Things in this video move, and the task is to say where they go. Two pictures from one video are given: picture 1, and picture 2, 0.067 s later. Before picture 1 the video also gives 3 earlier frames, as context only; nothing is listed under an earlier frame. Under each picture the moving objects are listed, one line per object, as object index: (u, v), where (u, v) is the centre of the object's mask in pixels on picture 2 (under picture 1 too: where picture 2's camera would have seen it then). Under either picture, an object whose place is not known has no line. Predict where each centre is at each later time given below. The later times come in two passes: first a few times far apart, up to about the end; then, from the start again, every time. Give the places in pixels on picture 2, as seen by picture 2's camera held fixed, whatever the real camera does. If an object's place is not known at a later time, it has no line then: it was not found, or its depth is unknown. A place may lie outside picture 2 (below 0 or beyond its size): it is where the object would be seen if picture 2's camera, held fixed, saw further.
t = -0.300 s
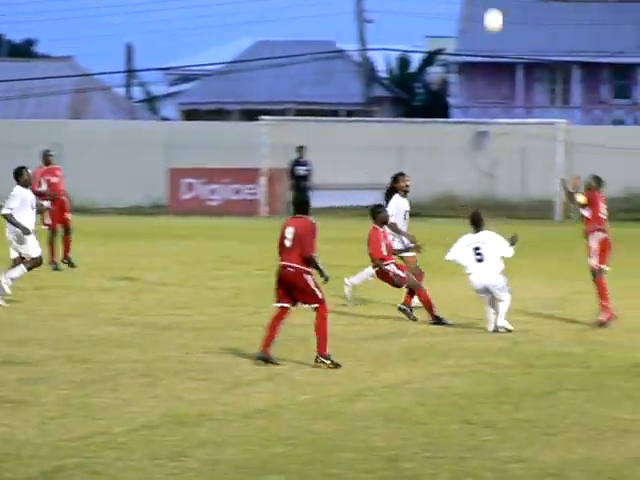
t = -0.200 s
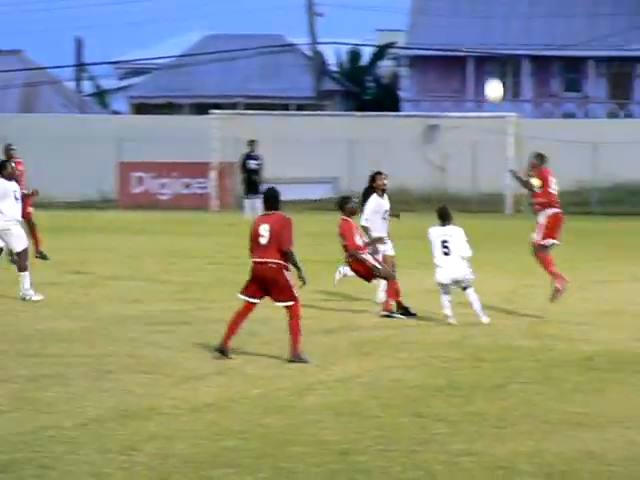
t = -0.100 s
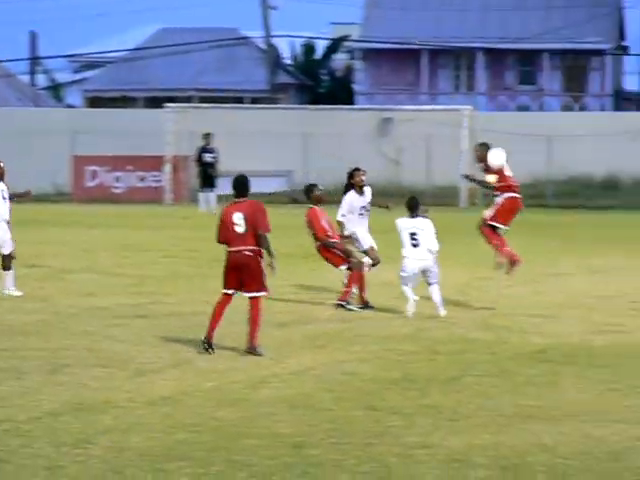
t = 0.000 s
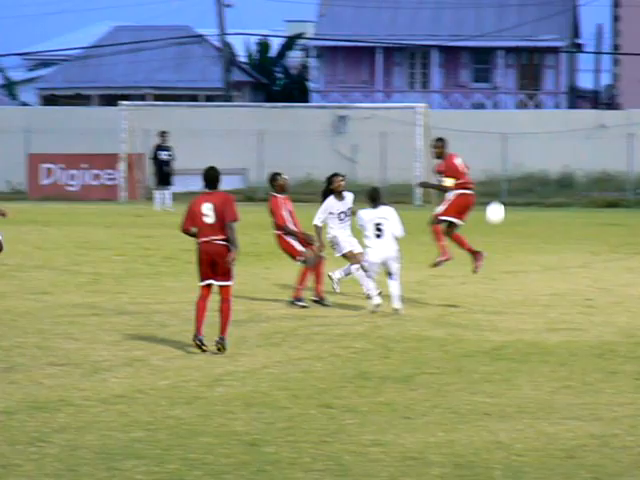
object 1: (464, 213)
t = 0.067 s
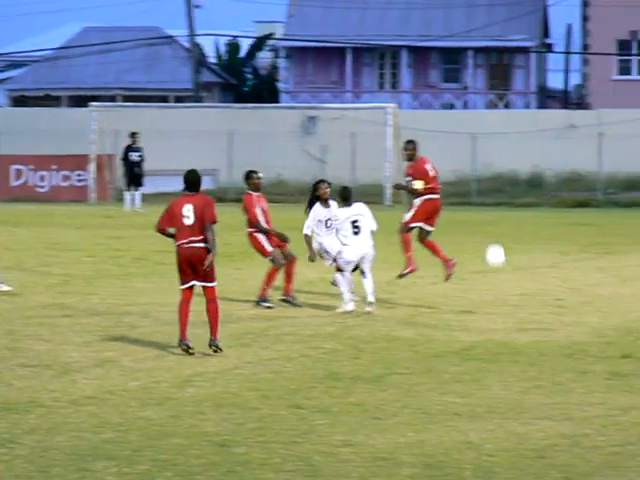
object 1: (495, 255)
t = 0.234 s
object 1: (541, 276)
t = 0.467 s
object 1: (563, 204)
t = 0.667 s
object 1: (581, 182)
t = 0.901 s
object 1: (600, 203)
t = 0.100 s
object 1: (510, 279)
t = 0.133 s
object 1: (526, 303)
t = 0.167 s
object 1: (534, 306)
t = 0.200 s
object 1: (537, 291)
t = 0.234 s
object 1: (541, 276)
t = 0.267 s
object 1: (544, 263)
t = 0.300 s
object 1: (547, 251)
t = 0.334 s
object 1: (550, 239)
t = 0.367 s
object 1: (553, 229)
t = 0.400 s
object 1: (557, 220)
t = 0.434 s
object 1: (560, 212)
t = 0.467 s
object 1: (563, 204)
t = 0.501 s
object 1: (566, 199)
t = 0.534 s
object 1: (569, 194)
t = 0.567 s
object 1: (572, 189)
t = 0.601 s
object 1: (575, 186)
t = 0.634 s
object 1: (578, 184)
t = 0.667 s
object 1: (581, 182)
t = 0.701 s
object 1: (583, 182)
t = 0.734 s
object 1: (586, 182)
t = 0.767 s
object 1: (589, 184)
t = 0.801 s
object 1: (592, 187)
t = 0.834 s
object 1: (595, 191)
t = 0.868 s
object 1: (597, 197)
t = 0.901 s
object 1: (600, 203)
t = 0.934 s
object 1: (602, 209)
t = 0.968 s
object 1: (606, 217)
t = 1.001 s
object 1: (608, 226)
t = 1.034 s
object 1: (612, 236)
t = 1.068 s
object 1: (615, 248)
